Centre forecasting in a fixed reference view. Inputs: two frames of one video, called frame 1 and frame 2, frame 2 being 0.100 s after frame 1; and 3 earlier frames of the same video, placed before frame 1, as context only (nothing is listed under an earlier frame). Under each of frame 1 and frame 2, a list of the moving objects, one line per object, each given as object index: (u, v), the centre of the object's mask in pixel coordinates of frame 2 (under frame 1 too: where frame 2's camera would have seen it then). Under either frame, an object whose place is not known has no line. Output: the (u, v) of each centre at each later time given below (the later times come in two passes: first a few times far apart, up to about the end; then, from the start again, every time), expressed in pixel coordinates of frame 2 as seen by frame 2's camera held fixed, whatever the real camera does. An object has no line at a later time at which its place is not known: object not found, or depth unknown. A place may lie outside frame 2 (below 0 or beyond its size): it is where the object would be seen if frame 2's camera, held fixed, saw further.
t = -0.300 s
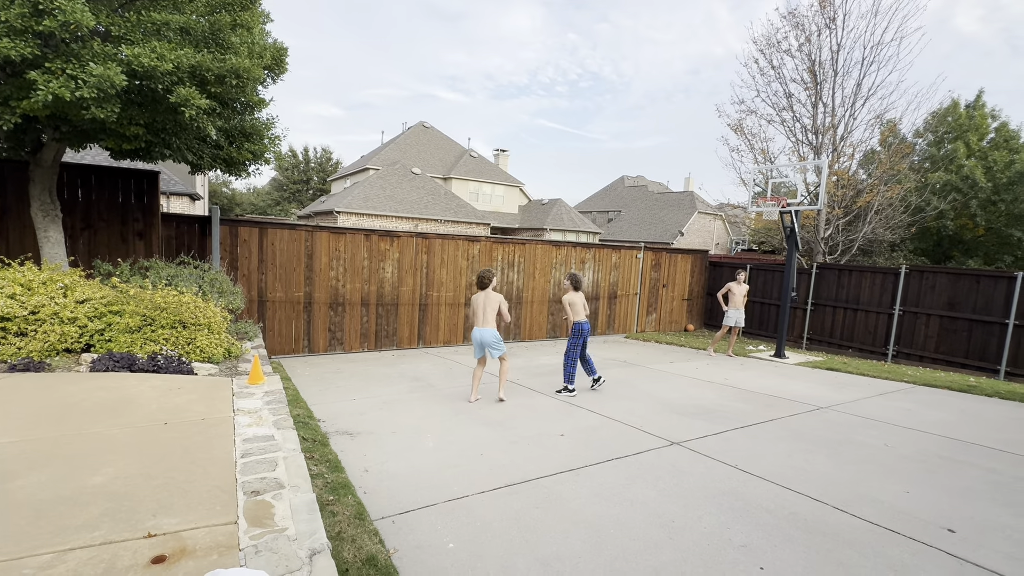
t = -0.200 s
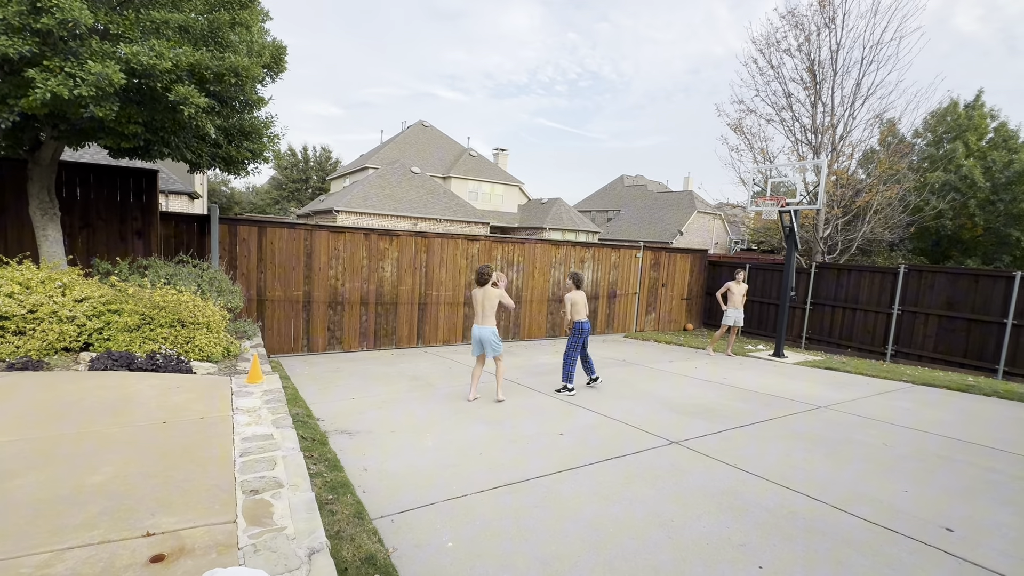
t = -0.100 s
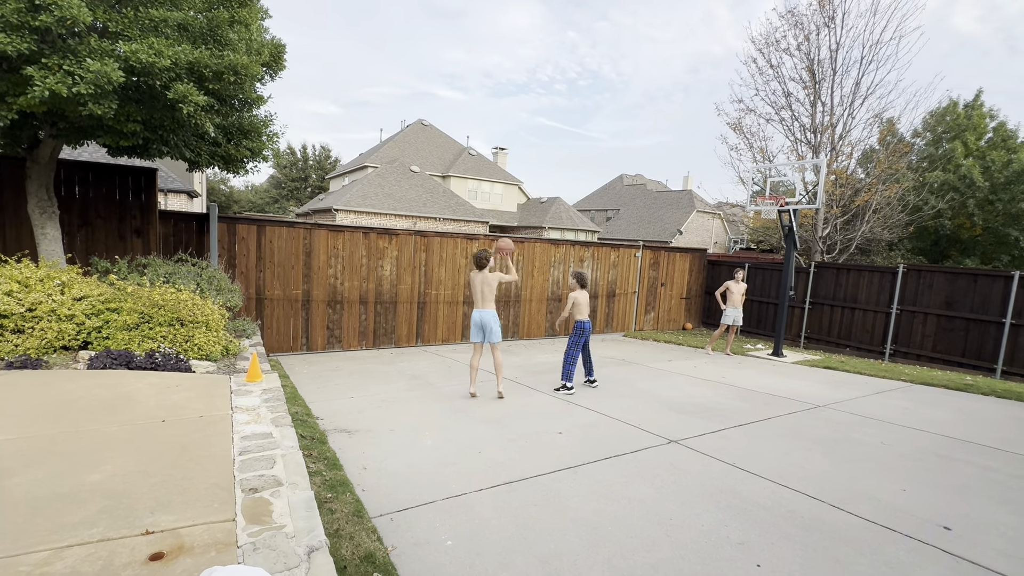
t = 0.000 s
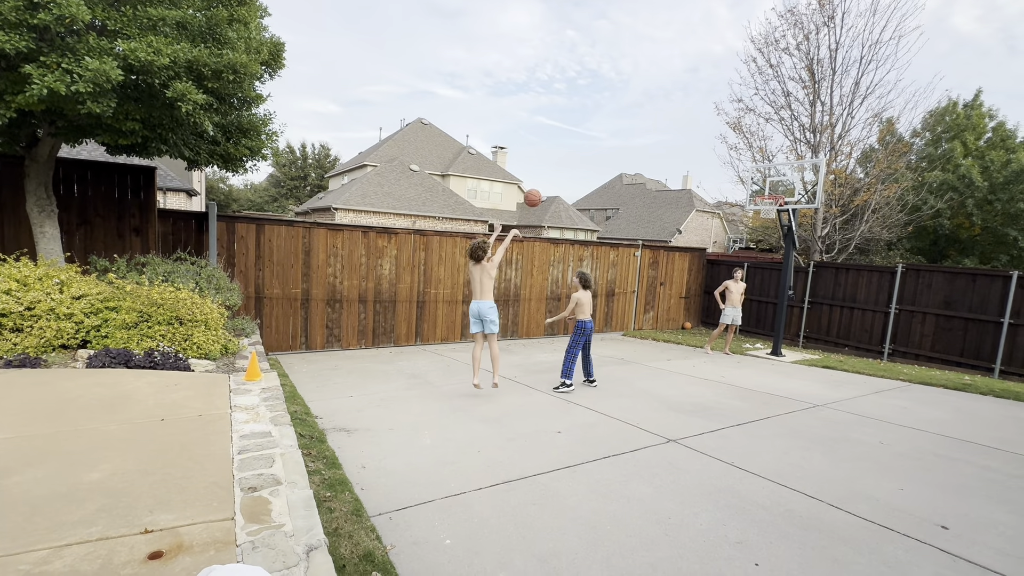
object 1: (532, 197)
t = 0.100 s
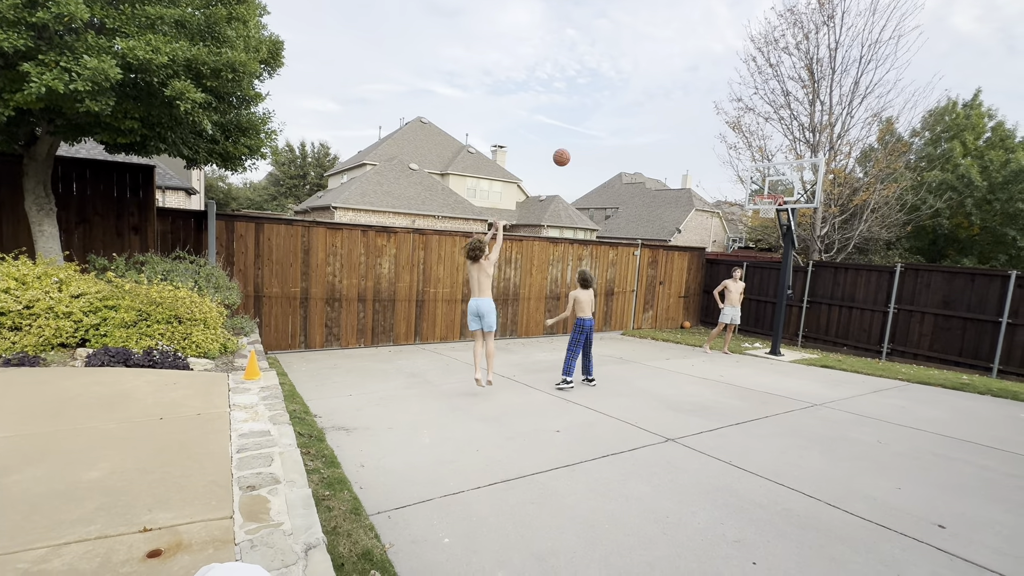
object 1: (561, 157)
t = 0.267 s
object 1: (605, 112)
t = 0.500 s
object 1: (657, 87)
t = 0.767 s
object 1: (704, 102)
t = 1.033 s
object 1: (739, 153)
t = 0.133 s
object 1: (571, 146)
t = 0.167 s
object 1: (580, 137)
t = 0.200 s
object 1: (588, 128)
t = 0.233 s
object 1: (597, 119)
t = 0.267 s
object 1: (605, 112)
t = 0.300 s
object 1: (613, 106)
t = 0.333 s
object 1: (621, 101)
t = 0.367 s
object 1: (629, 96)
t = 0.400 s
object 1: (637, 93)
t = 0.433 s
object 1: (644, 90)
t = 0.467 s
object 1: (651, 88)
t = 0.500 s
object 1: (657, 87)
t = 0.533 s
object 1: (664, 86)
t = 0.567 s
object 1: (670, 86)
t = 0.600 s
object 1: (676, 87)
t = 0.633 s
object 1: (682, 89)
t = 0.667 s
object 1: (688, 91)
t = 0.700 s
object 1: (693, 94)
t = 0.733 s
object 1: (699, 97)
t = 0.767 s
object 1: (704, 102)
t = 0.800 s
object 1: (709, 106)
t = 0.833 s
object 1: (714, 112)
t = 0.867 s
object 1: (718, 117)
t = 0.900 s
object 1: (723, 124)
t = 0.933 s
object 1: (727, 130)
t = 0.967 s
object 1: (731, 137)
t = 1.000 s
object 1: (736, 145)
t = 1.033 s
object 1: (739, 153)
